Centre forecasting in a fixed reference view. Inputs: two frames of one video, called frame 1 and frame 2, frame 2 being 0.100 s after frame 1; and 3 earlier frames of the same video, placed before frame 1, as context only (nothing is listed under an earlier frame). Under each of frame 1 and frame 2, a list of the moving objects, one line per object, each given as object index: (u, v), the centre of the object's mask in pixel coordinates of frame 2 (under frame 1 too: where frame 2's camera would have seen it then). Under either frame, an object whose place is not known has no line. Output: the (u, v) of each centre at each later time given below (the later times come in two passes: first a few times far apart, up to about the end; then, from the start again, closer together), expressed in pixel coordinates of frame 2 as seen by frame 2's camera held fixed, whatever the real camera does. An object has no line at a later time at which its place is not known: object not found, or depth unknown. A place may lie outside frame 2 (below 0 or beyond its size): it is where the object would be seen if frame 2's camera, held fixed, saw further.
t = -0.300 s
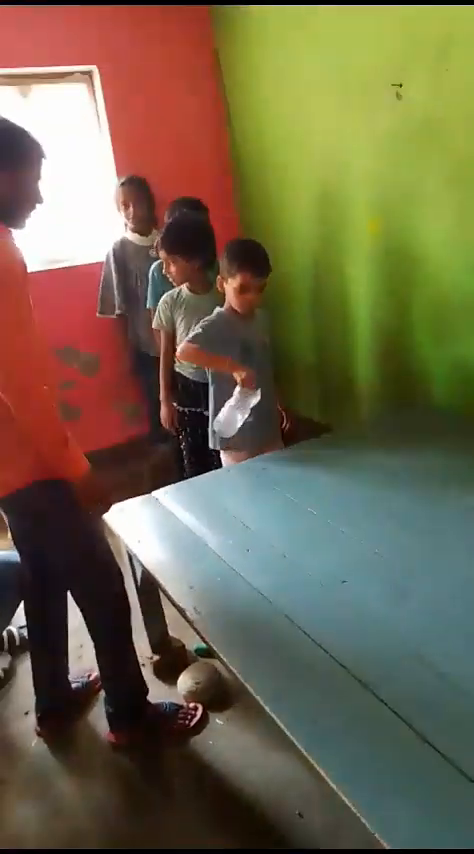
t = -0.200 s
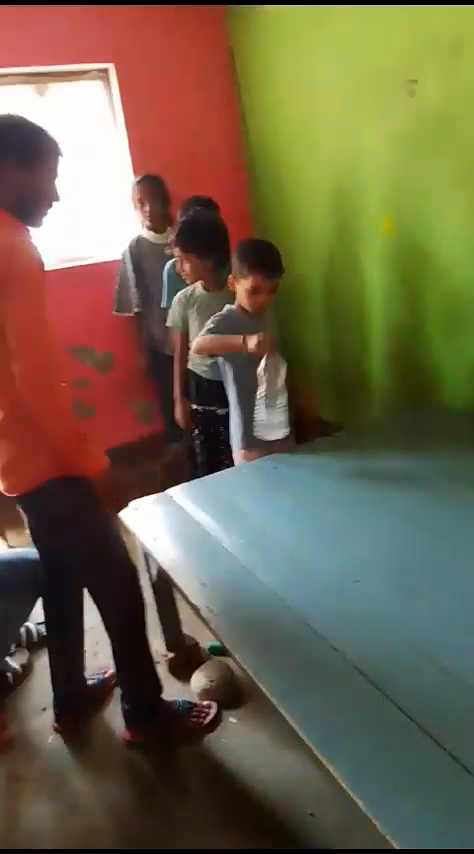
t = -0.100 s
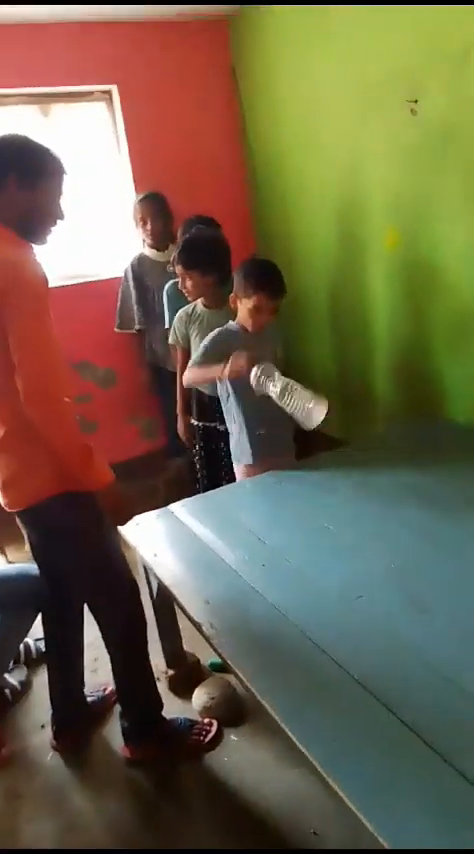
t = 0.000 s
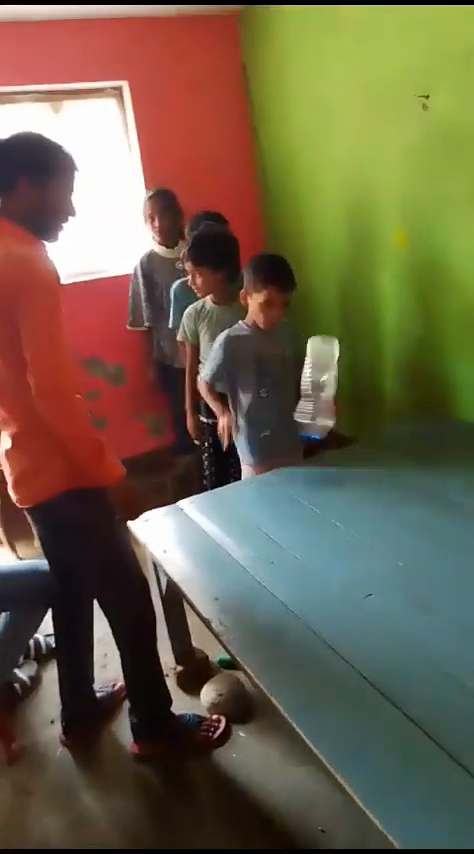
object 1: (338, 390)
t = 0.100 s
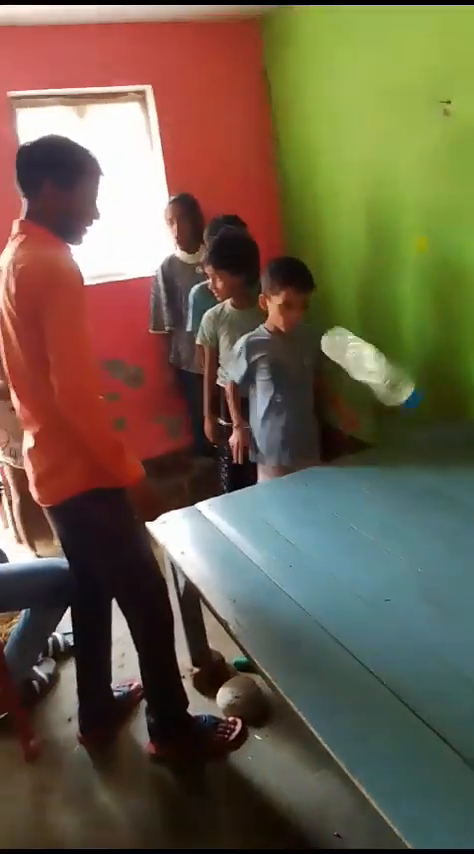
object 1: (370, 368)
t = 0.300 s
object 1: (387, 429)
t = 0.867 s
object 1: (375, 504)
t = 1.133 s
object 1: (374, 504)
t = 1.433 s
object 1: (374, 504)
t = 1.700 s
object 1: (374, 505)
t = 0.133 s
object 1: (375, 361)
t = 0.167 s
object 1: (378, 363)
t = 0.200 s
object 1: (378, 372)
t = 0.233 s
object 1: (381, 386)
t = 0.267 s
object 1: (386, 404)
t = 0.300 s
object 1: (387, 429)
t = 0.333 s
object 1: (388, 460)
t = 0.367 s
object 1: (392, 494)
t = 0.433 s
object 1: (393, 506)
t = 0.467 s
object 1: (389, 507)
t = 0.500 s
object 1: (387, 507)
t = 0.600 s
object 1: (383, 507)
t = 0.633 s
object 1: (381, 506)
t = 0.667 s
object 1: (378, 504)
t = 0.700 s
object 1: (374, 504)
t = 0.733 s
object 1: (372, 505)
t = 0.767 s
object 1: (373, 505)
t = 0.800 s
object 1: (376, 505)
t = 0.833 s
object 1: (376, 504)
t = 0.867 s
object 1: (375, 504)
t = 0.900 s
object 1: (374, 505)
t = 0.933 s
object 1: (374, 505)
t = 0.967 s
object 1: (374, 504)
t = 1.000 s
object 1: (375, 504)
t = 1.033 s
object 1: (375, 503)
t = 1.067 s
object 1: (375, 503)
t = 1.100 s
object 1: (374, 504)
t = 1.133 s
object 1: (374, 504)
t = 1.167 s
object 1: (374, 504)
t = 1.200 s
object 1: (374, 503)
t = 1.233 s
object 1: (374, 503)
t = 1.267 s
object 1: (373, 504)
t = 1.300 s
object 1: (374, 503)
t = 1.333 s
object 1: (374, 504)
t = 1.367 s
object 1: (374, 504)
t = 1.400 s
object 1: (374, 504)
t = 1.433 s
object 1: (374, 504)
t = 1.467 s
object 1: (374, 504)
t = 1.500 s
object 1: (374, 504)
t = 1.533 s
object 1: (373, 504)
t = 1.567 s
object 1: (374, 504)
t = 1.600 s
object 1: (374, 505)
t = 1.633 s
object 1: (374, 504)
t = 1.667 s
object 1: (374, 504)
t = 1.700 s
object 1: (374, 505)
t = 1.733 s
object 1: (374, 504)
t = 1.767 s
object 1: (374, 504)
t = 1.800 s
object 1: (375, 504)
